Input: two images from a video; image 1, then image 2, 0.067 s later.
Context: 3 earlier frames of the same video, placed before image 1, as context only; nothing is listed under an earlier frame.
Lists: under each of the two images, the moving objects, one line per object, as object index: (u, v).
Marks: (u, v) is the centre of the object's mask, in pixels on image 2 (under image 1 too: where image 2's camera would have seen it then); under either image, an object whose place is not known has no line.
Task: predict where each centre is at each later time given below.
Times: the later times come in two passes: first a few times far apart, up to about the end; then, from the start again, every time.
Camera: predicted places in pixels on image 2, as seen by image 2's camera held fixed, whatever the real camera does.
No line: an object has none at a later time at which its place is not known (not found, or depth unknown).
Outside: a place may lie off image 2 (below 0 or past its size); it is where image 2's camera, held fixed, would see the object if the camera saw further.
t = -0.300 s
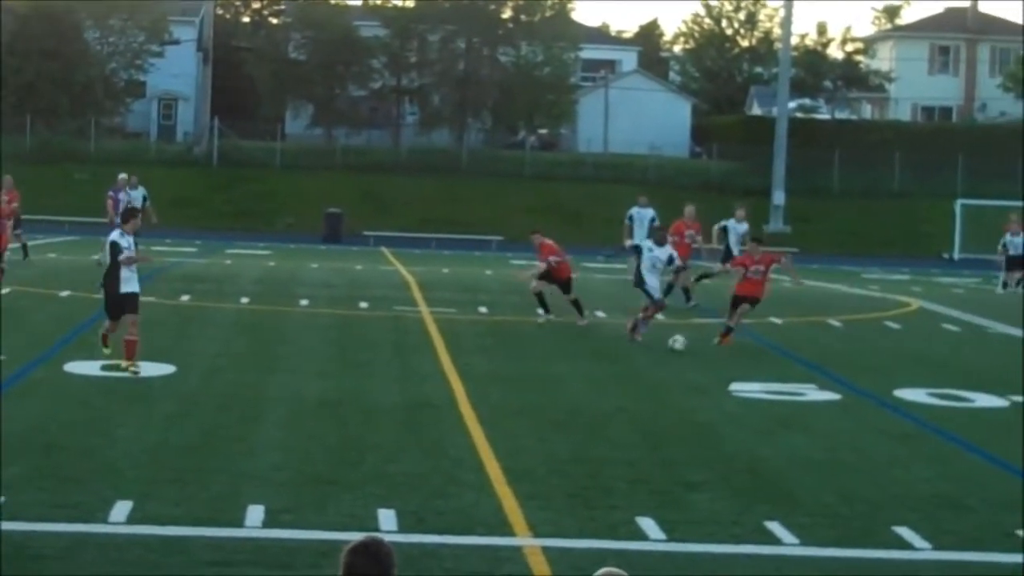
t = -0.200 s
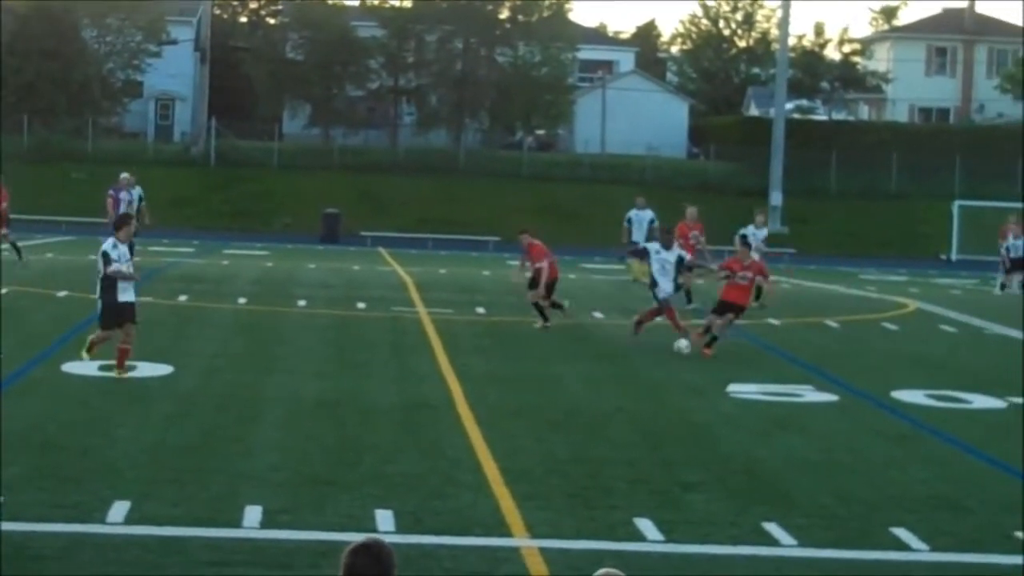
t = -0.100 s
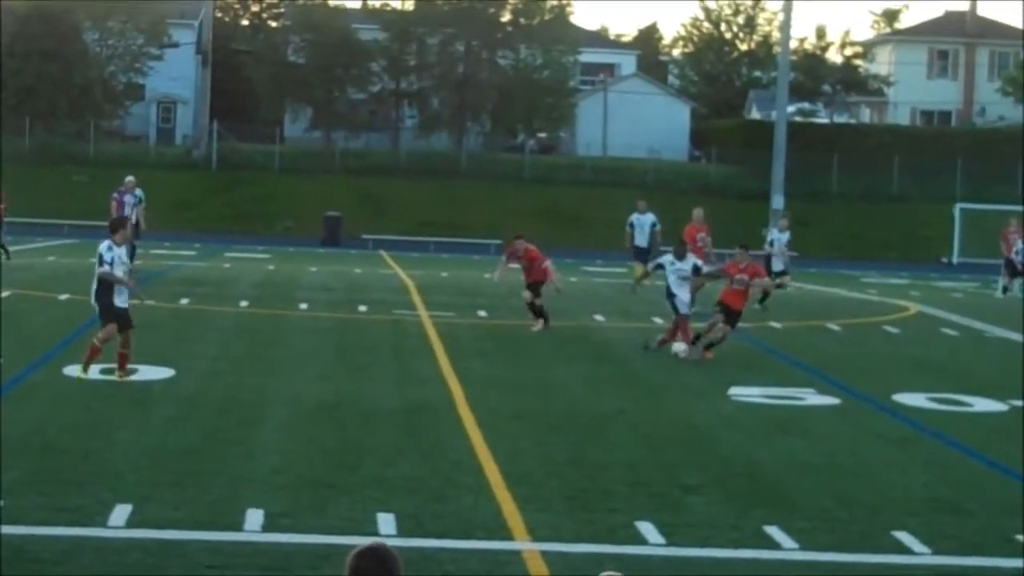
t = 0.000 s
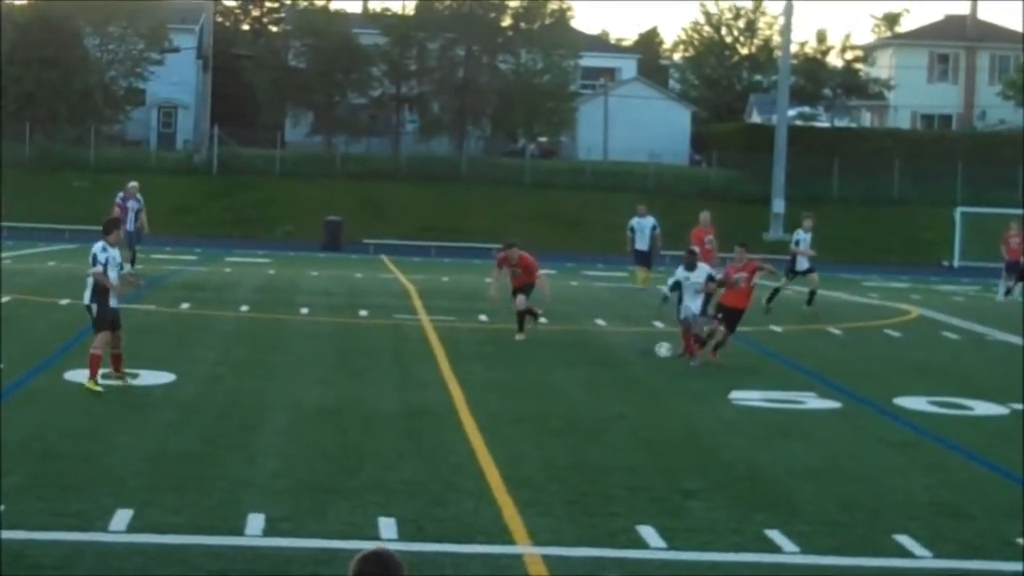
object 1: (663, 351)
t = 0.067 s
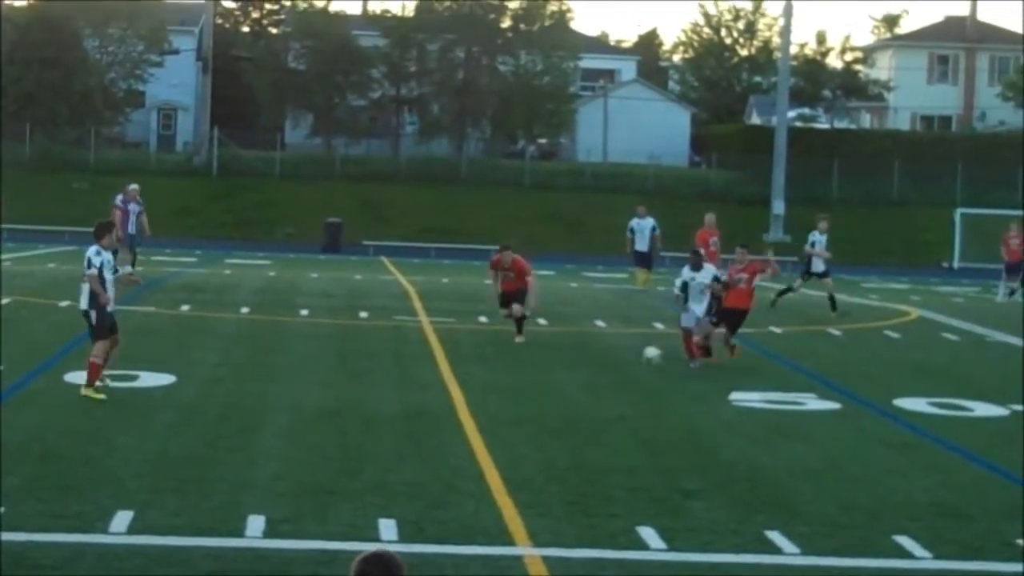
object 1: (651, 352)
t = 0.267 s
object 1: (619, 363)
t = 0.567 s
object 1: (579, 372)
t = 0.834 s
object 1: (539, 383)
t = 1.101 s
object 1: (497, 395)
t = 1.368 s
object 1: (452, 399)
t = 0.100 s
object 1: (646, 355)
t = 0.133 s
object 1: (639, 359)
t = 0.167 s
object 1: (634, 364)
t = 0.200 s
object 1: (628, 366)
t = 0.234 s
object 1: (623, 364)
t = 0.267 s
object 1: (619, 363)
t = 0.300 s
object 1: (615, 364)
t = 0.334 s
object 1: (611, 365)
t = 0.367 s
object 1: (606, 366)
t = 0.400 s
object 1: (602, 370)
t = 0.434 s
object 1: (597, 374)
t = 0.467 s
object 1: (593, 373)
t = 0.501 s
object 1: (588, 371)
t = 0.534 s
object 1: (584, 372)
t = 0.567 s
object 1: (579, 372)
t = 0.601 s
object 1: (574, 375)
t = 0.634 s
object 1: (569, 378)
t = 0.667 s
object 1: (564, 380)
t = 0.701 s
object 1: (559, 378)
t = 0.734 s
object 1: (555, 378)
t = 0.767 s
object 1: (549, 379)
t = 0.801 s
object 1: (544, 380)
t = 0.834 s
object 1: (539, 383)
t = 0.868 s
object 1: (534, 386)
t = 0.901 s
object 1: (529, 385)
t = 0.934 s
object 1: (523, 384)
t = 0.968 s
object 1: (519, 385)
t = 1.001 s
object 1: (513, 385)
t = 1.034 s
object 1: (508, 387)
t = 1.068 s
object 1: (502, 391)
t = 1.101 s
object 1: (497, 395)
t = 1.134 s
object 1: (491, 393)
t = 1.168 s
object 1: (486, 394)
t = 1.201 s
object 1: (480, 395)
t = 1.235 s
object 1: (475, 397)
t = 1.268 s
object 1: (470, 401)
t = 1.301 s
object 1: (463, 400)
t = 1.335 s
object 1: (458, 398)
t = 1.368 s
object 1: (452, 399)
